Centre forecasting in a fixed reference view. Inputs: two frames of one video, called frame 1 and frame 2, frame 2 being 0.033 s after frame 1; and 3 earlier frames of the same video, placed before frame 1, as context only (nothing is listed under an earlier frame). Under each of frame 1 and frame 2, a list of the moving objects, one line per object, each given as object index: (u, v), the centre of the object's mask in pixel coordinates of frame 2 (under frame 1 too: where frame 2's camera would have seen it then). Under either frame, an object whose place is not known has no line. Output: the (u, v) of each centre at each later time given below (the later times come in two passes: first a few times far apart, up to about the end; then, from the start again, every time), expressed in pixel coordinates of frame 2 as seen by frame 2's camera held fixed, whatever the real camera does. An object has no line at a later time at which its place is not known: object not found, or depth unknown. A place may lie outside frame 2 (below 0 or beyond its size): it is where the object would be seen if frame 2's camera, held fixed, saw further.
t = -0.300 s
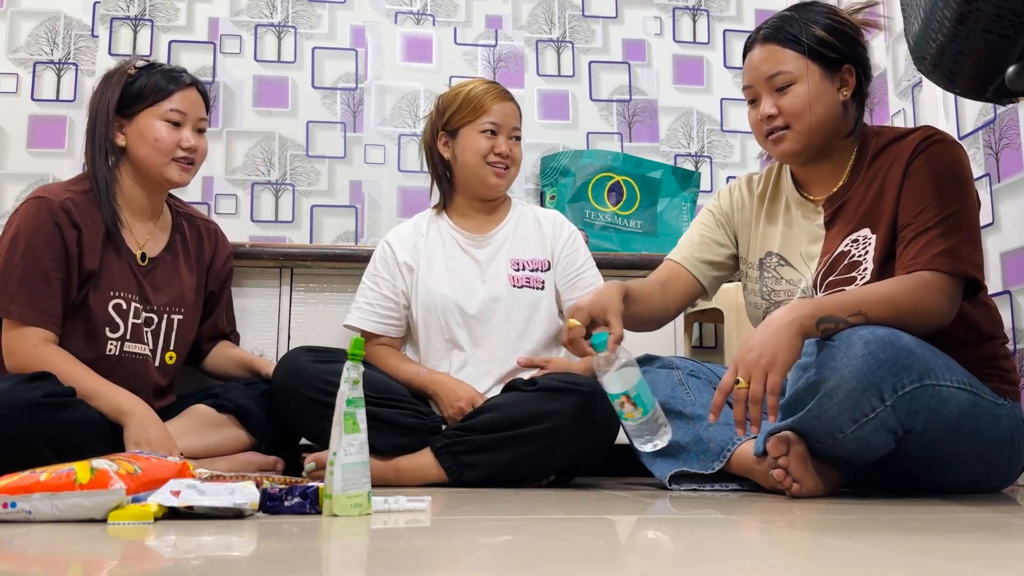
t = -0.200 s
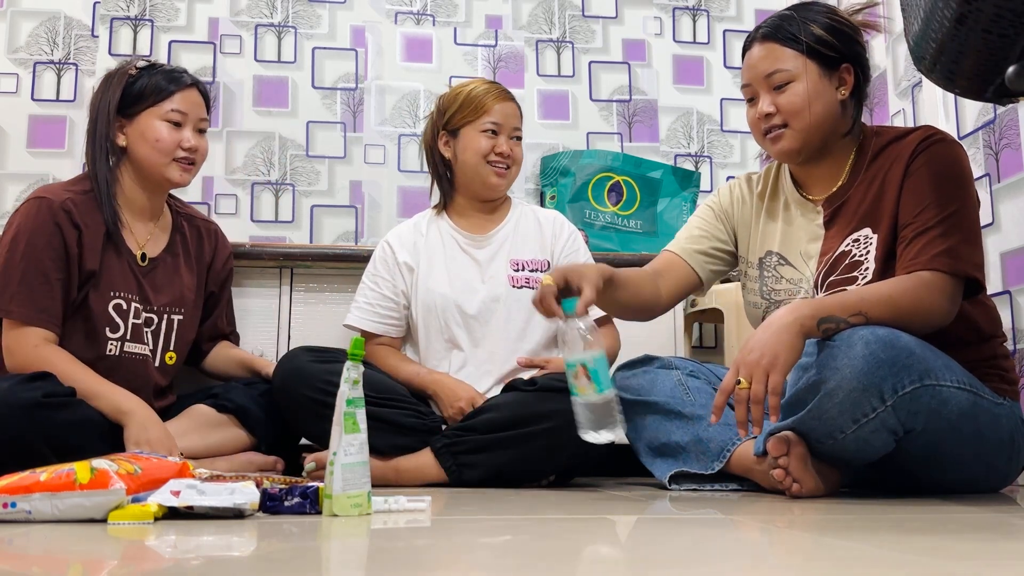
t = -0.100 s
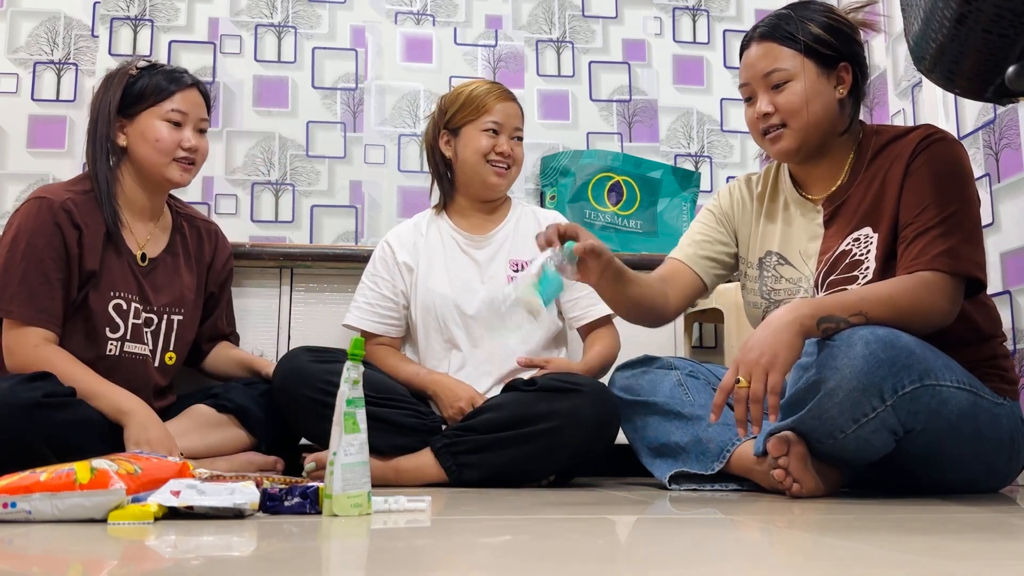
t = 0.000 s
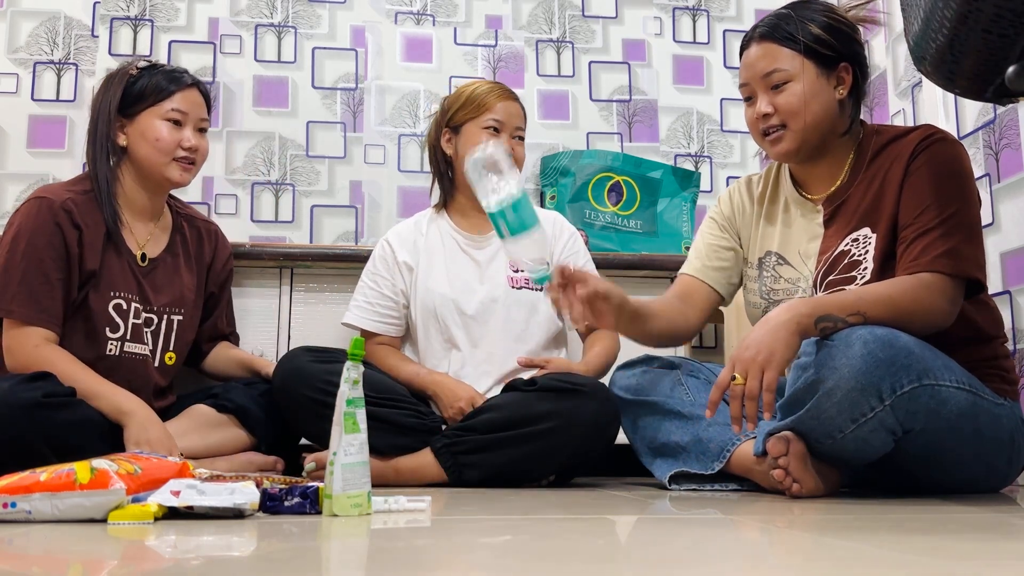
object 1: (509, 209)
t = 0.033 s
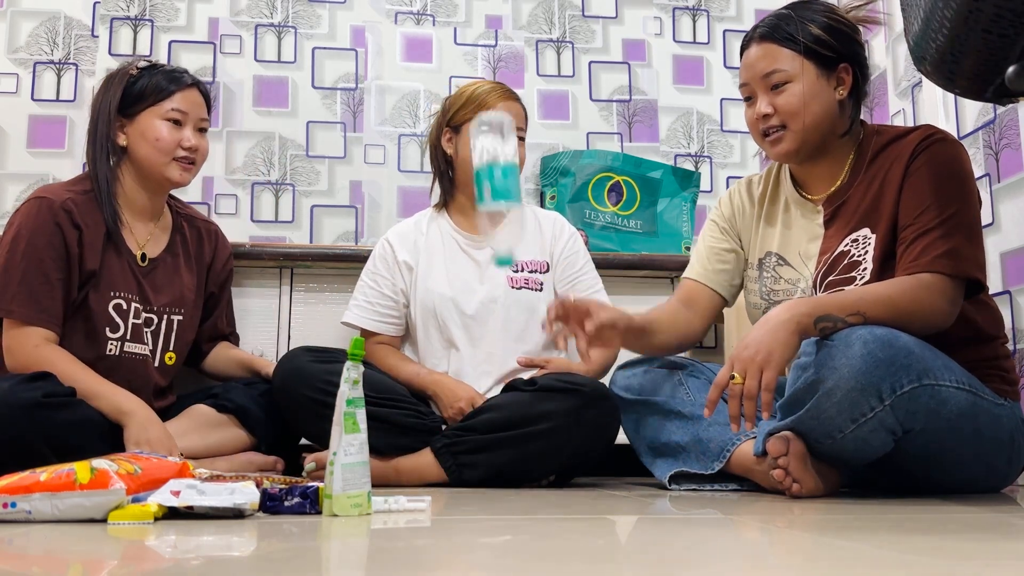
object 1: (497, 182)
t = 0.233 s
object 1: (473, 126)
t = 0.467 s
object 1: (466, 426)
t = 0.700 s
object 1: (431, 439)
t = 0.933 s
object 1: (423, 473)
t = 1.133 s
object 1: (416, 473)
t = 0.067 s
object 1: (486, 158)
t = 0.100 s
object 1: (477, 132)
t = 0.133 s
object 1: (476, 112)
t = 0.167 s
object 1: (474, 106)
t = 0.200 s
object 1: (474, 112)
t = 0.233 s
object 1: (473, 126)
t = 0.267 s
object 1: (473, 149)
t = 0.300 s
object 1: (469, 177)
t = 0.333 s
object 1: (471, 221)
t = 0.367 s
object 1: (470, 245)
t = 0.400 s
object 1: (471, 303)
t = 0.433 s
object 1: (471, 374)
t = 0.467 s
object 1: (466, 426)
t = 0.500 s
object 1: (461, 423)
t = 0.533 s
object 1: (461, 424)
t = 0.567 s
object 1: (458, 424)
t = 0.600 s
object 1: (454, 426)
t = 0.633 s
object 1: (449, 430)
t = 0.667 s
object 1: (442, 432)
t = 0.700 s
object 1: (431, 439)
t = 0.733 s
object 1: (424, 458)
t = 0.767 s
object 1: (425, 472)
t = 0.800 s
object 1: (425, 473)
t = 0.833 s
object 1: (426, 473)
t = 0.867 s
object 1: (425, 473)
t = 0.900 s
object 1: (424, 473)
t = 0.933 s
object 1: (423, 473)
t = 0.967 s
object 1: (421, 473)
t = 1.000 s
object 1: (420, 473)
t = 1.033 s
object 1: (419, 473)
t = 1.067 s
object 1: (418, 473)
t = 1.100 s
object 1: (417, 473)
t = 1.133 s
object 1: (416, 473)
